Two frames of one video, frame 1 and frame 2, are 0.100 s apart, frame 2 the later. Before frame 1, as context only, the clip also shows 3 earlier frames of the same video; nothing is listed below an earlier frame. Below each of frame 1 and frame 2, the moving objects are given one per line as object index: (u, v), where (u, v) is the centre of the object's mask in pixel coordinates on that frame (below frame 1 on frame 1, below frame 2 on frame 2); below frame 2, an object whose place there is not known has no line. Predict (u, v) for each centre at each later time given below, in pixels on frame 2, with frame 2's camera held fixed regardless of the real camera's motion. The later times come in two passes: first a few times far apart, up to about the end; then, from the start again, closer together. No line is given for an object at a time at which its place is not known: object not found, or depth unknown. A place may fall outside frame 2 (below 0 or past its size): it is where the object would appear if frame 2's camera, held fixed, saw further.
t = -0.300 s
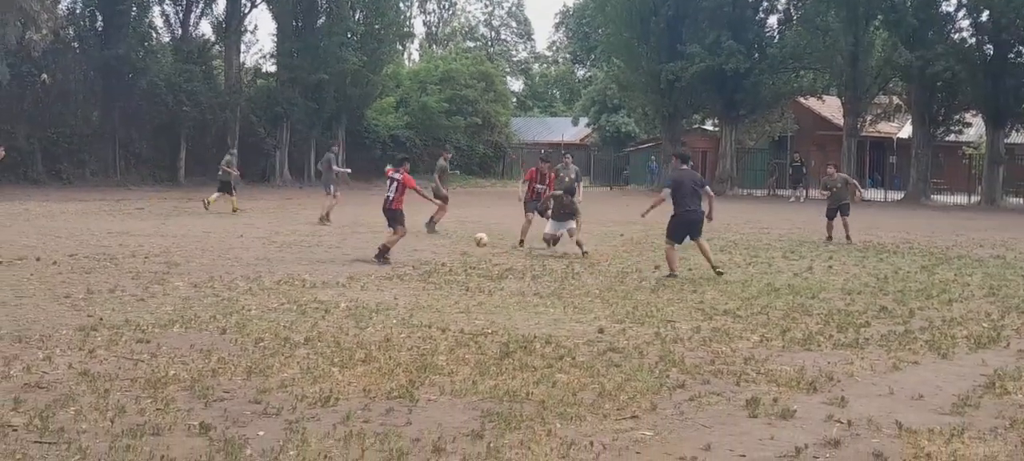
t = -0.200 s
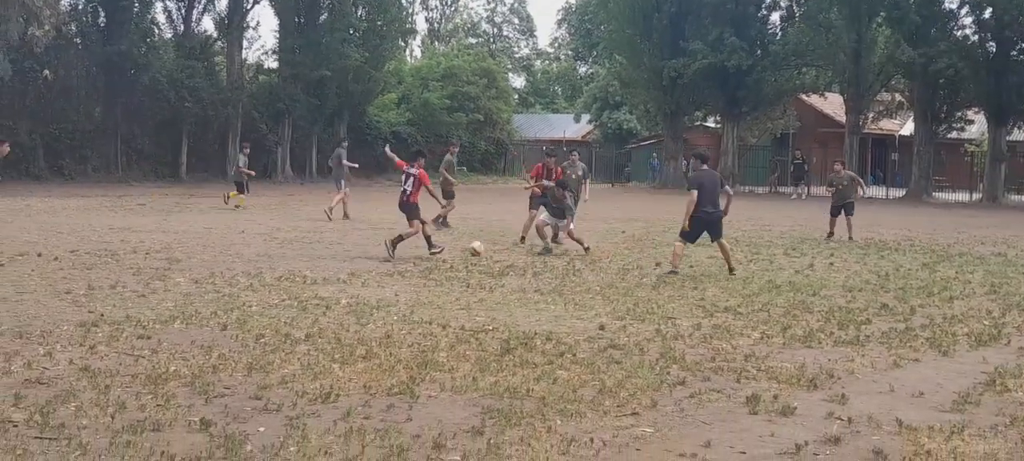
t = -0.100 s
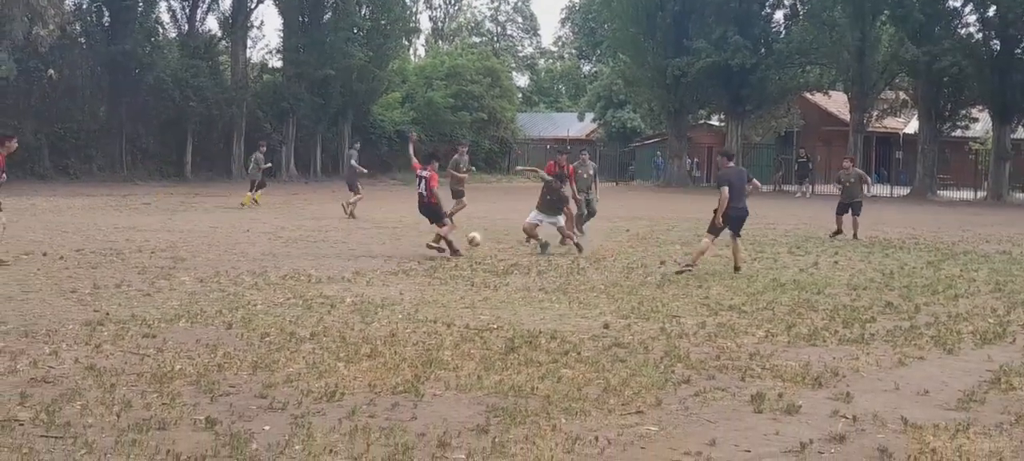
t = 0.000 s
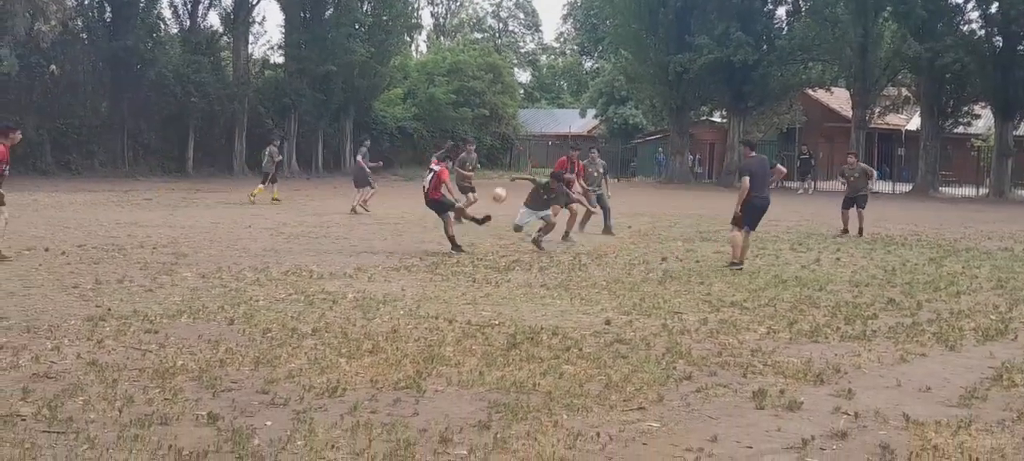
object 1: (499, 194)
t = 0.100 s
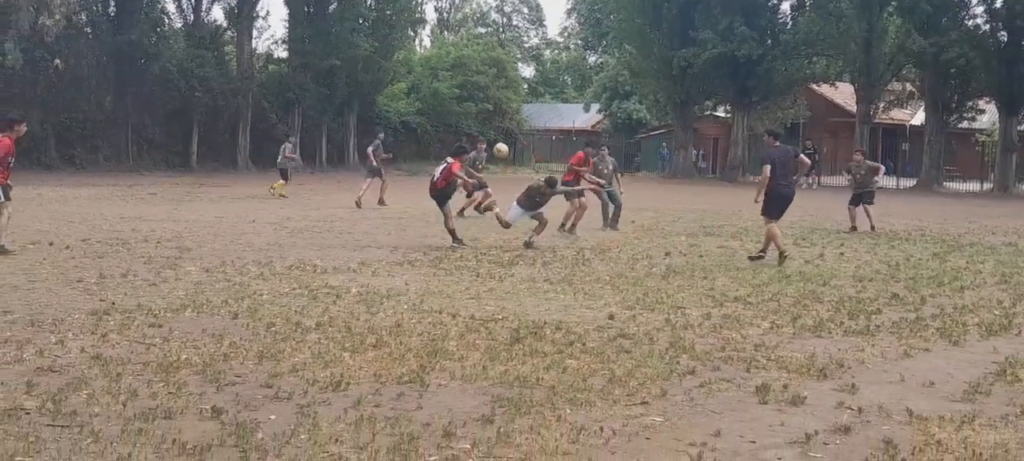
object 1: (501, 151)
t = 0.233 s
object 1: (482, 118)
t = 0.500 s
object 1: (449, 90)
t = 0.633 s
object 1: (434, 94)
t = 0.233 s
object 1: (482, 118)
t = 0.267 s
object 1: (478, 112)
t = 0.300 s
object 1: (473, 107)
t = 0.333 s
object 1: (469, 101)
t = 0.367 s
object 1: (464, 98)
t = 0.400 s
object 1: (460, 95)
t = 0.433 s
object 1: (456, 94)
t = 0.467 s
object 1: (453, 92)
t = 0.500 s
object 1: (449, 90)
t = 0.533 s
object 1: (446, 91)
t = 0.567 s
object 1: (442, 92)
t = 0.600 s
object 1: (438, 92)
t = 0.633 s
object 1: (434, 94)
